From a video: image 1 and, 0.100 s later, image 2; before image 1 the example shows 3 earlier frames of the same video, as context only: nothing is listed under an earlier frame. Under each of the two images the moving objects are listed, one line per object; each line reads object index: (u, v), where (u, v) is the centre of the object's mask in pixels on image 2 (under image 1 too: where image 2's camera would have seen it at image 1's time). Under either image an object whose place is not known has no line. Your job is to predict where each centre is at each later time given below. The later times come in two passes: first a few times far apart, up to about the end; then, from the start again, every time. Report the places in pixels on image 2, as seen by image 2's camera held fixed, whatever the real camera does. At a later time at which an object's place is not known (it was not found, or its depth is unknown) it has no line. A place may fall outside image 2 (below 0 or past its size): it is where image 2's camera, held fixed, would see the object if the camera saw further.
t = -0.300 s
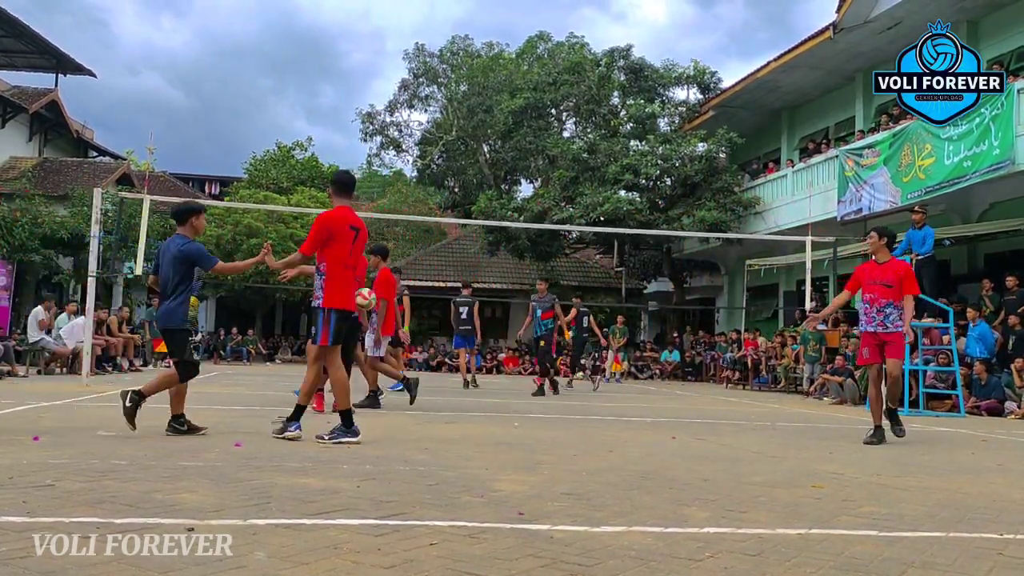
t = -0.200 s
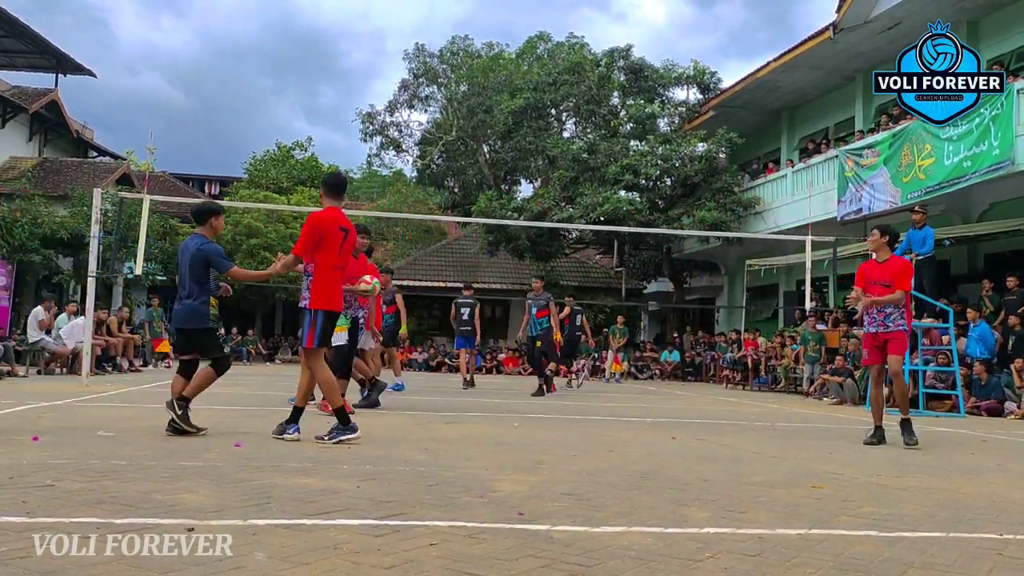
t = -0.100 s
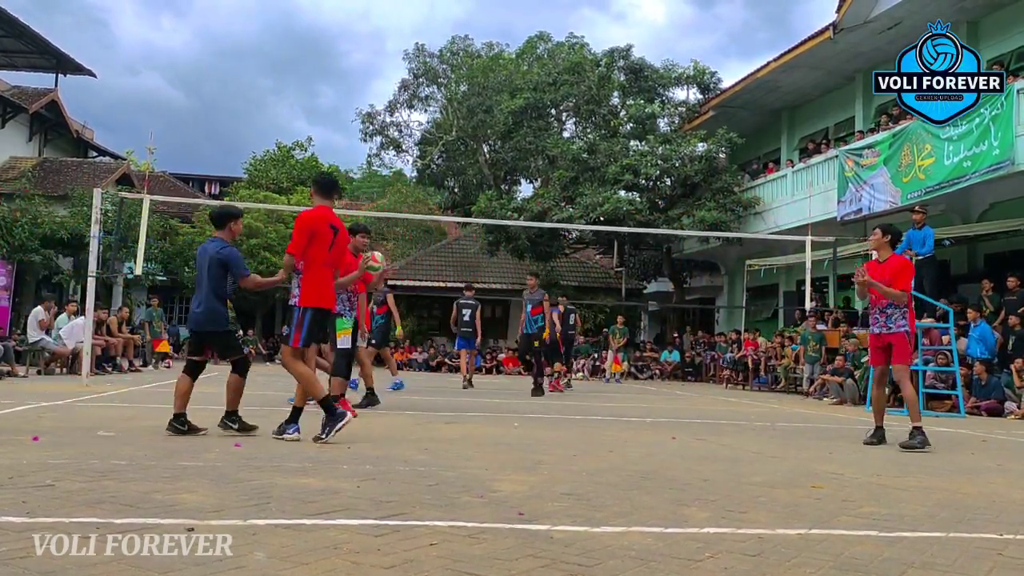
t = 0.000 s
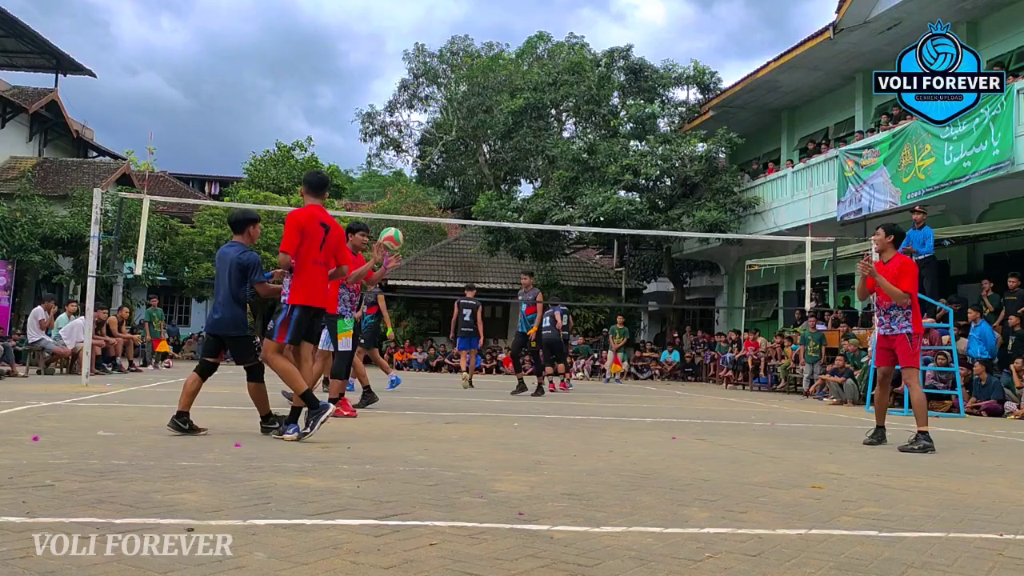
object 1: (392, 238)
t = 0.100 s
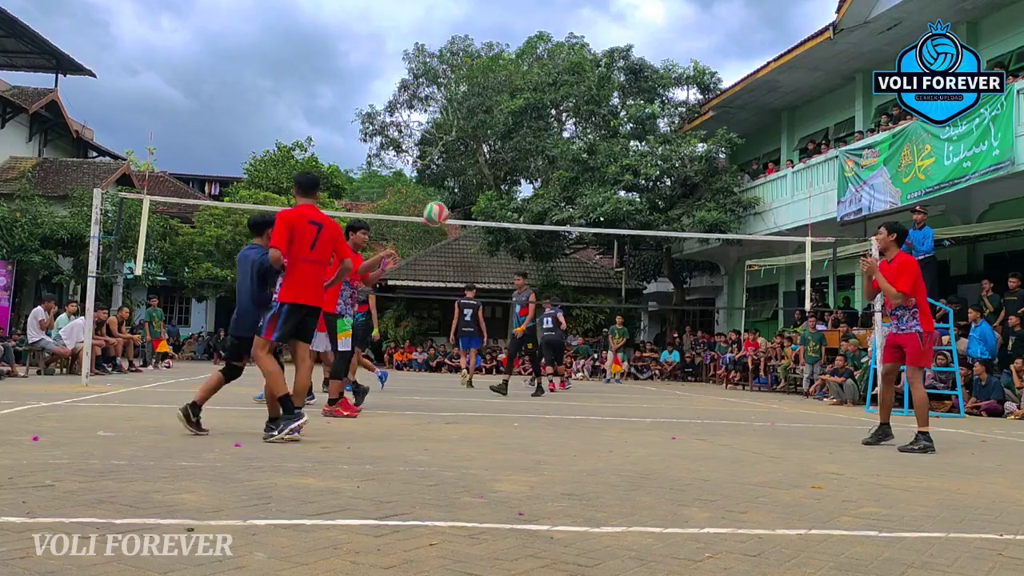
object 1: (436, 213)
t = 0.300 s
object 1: (536, 192)
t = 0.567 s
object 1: (702, 250)
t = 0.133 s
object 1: (451, 207)
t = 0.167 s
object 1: (467, 202)
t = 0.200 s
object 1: (484, 197)
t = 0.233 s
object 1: (500, 194)
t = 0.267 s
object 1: (519, 192)
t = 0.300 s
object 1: (536, 192)
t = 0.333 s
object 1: (554, 194)
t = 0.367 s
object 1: (573, 196)
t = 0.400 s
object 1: (593, 200)
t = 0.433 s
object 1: (613, 206)
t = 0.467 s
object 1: (635, 214)
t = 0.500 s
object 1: (656, 224)
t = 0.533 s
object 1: (679, 236)
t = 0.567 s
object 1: (702, 250)
